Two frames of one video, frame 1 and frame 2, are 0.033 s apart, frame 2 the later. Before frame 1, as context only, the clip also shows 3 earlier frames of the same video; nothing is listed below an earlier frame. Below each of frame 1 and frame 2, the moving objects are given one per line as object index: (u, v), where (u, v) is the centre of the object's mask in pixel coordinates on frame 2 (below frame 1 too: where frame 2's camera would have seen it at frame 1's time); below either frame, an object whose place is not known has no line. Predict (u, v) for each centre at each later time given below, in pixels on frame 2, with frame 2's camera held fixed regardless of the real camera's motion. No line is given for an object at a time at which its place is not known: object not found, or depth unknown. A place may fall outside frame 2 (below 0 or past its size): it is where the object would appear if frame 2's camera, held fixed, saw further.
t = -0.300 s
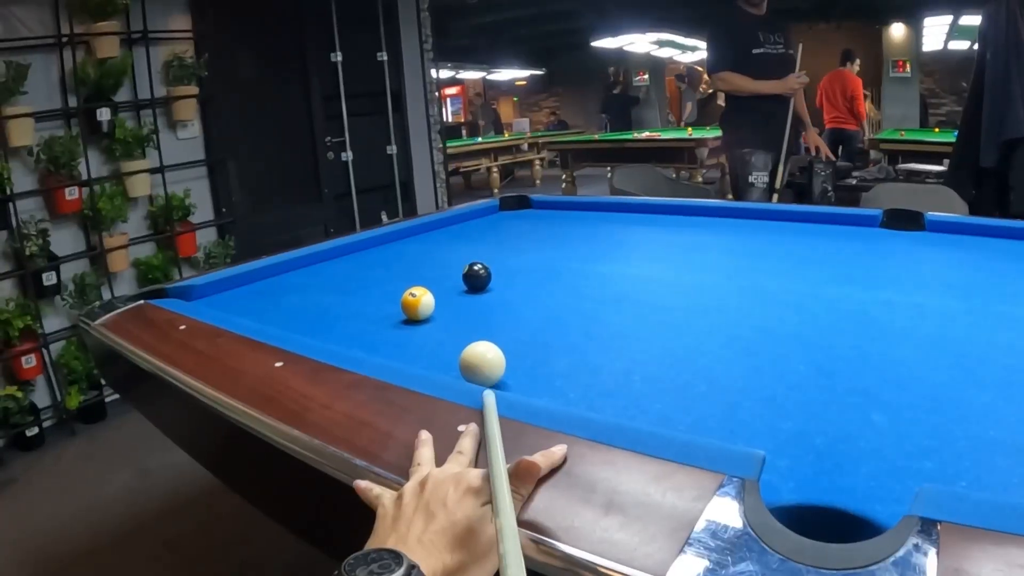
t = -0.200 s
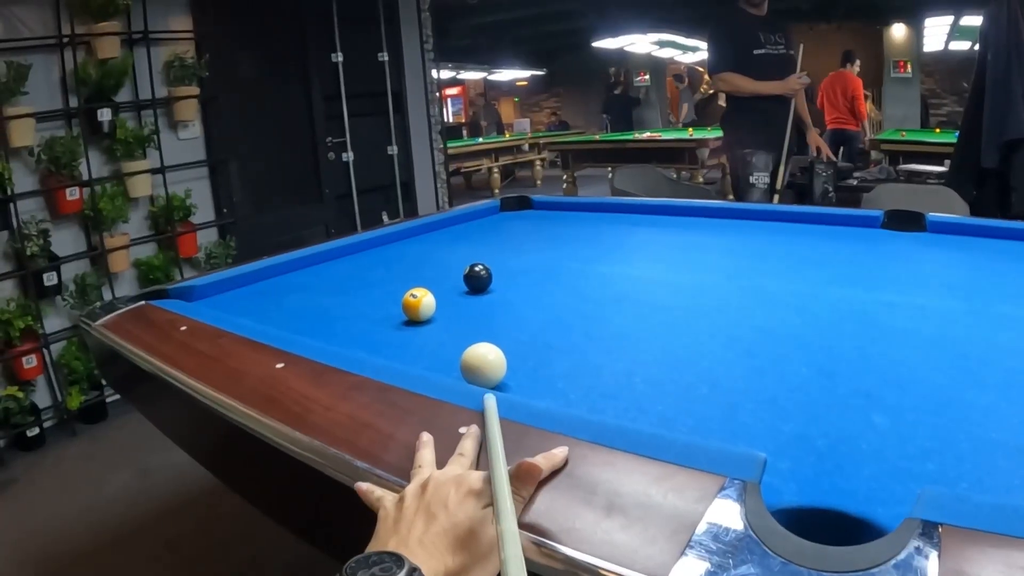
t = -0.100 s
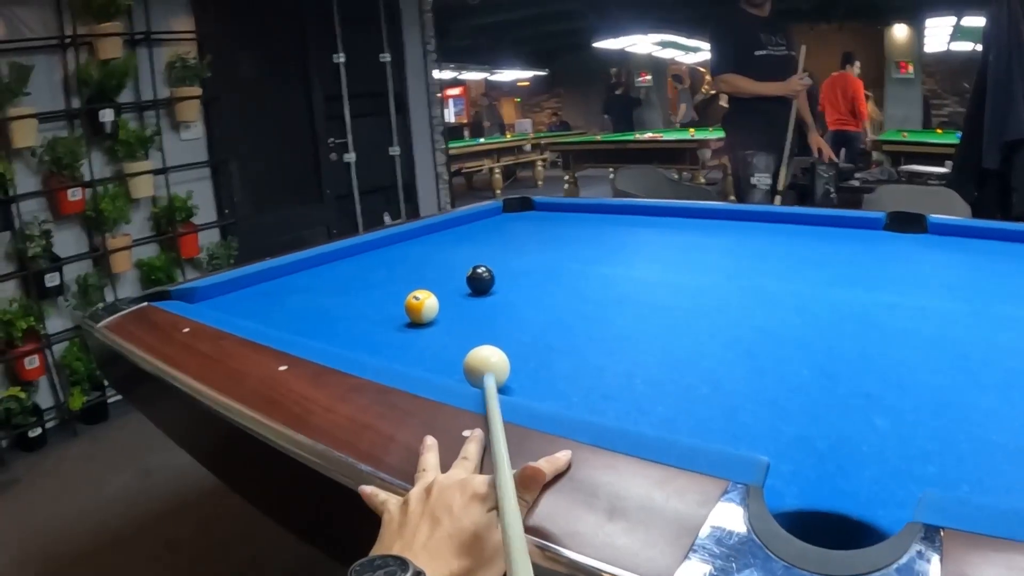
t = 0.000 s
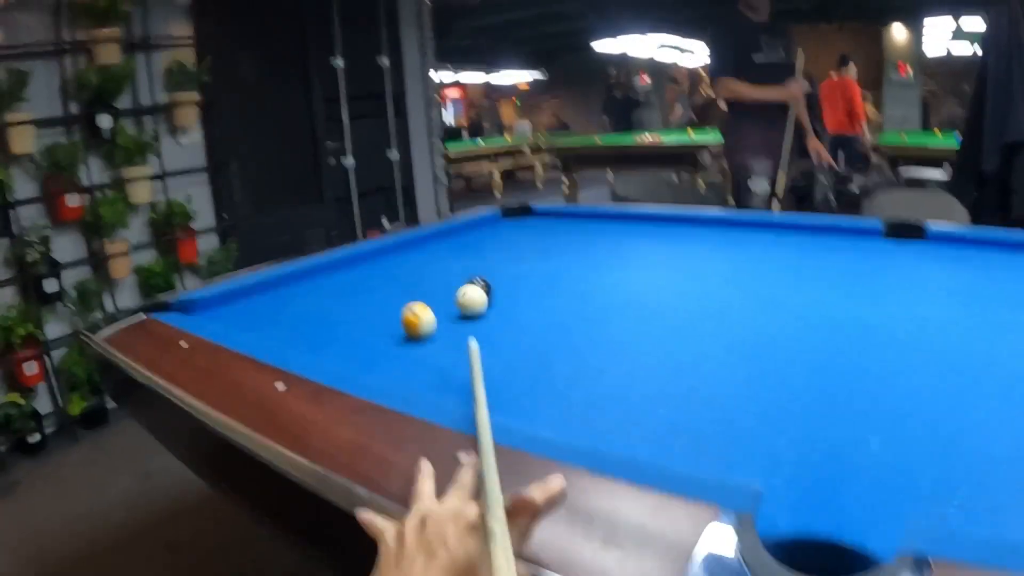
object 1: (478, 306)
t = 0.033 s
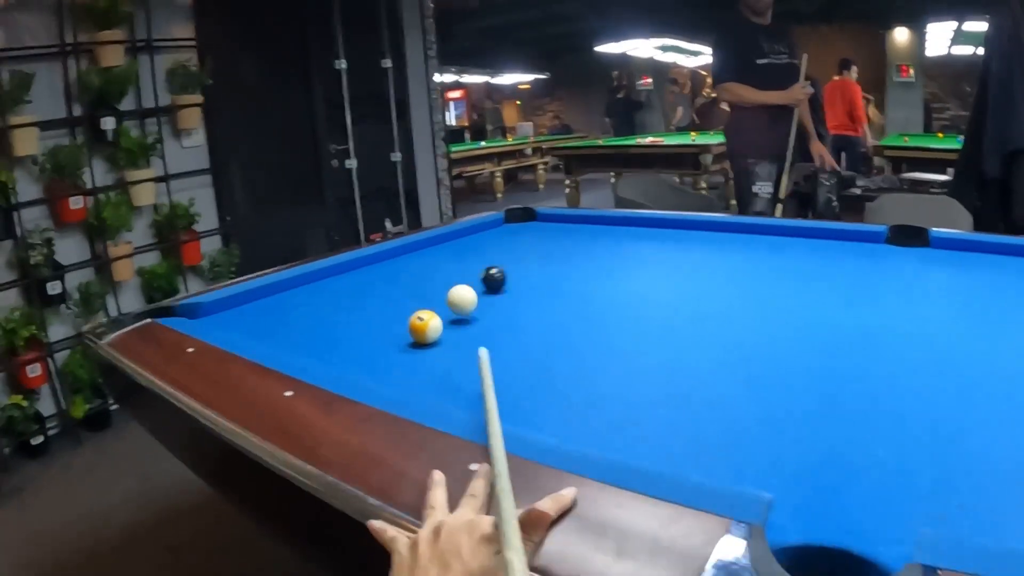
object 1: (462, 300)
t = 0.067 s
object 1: (448, 299)
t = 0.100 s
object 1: (435, 302)
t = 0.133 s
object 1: (419, 301)
